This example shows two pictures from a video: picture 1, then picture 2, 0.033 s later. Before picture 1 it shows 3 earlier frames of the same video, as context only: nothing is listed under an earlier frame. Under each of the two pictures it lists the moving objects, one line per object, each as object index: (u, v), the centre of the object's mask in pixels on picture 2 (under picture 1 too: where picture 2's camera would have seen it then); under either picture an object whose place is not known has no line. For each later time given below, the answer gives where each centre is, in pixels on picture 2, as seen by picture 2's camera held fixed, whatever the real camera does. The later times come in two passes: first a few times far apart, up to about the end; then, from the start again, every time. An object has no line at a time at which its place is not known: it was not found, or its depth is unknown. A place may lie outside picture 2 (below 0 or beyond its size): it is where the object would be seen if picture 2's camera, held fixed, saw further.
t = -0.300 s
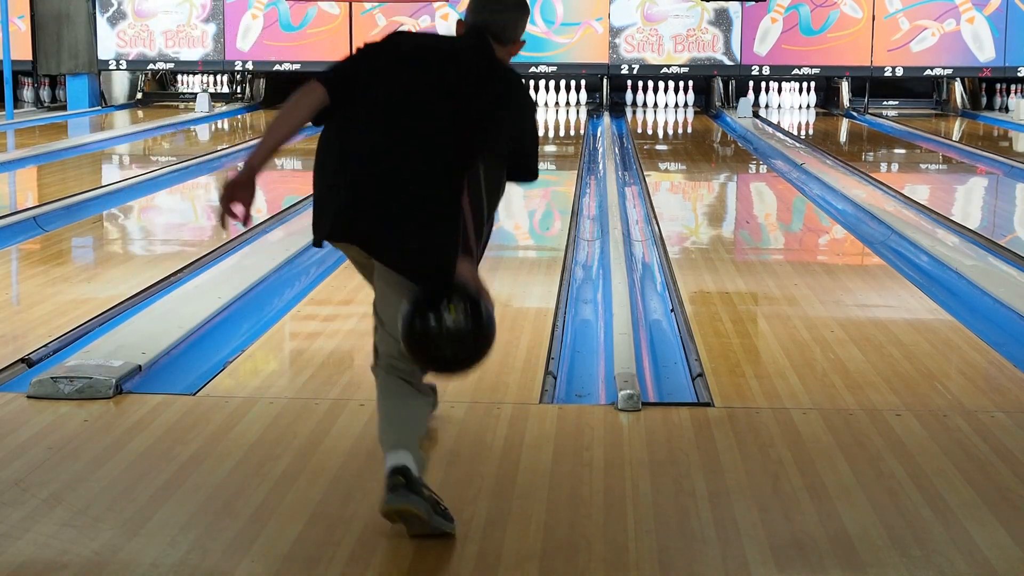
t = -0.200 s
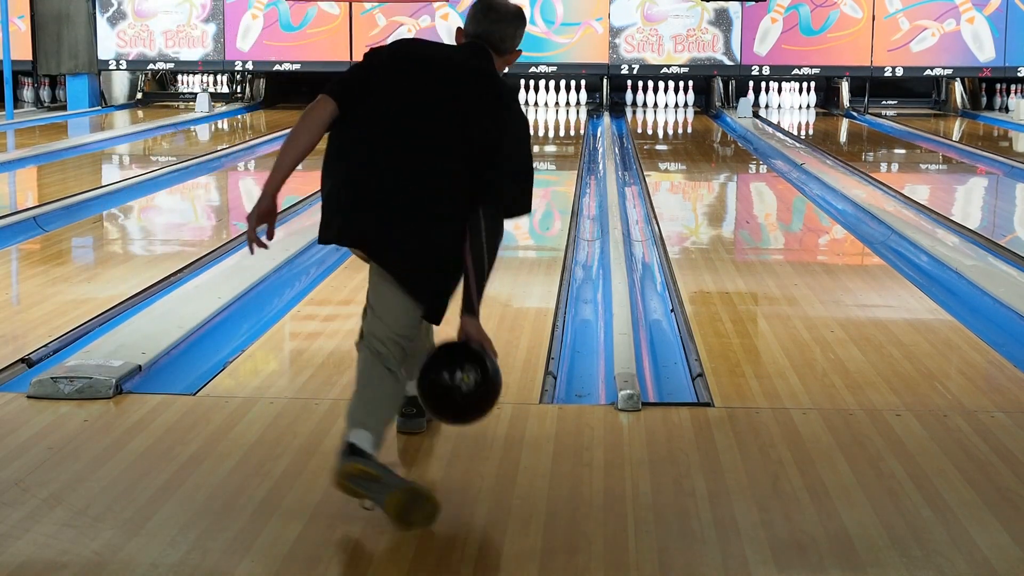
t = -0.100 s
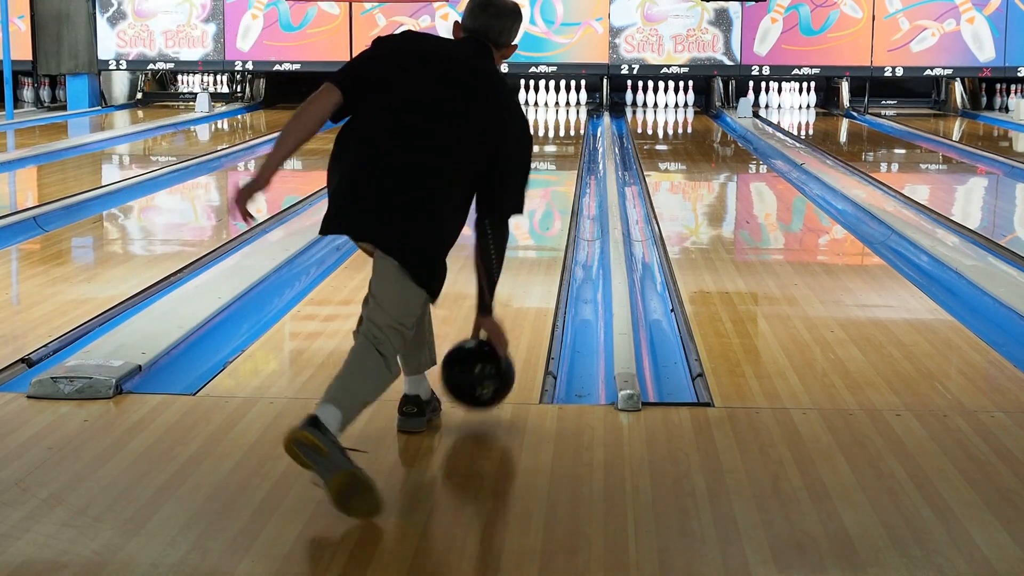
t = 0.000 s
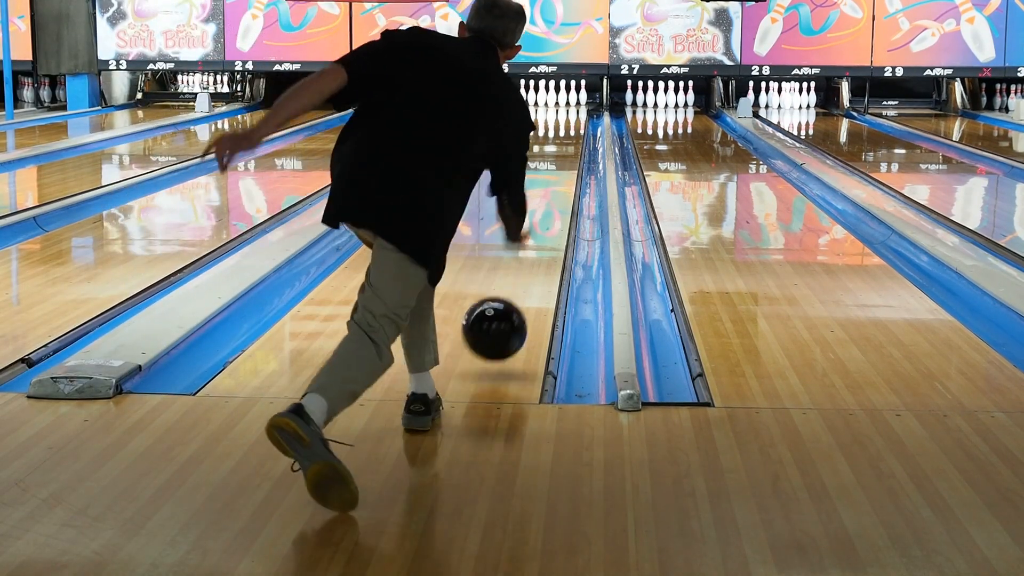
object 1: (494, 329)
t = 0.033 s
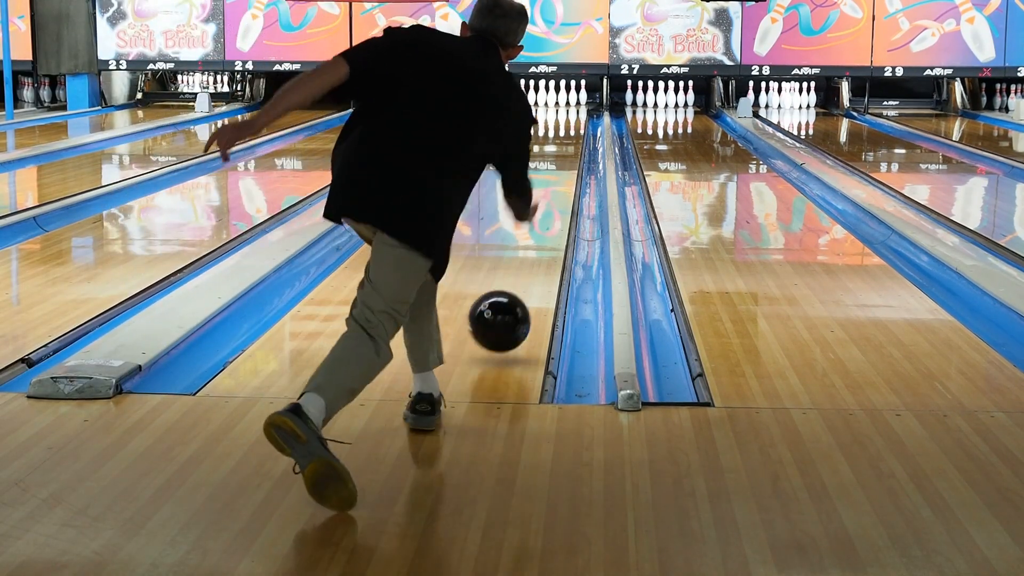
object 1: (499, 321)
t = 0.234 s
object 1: (522, 272)
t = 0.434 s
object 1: (536, 234)
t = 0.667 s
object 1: (547, 202)
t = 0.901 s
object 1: (554, 180)
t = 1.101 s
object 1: (558, 165)
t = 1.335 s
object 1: (561, 151)
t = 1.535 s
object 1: (563, 142)
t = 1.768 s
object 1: (564, 132)
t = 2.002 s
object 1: (564, 125)
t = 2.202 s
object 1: (564, 120)
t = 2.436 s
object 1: (563, 114)
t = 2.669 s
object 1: (562, 109)
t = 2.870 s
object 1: (560, 105)
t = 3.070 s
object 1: (557, 102)
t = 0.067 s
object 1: (504, 317)
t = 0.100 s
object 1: (508, 308)
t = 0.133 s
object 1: (512, 298)
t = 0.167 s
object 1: (515, 289)
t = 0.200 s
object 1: (519, 280)
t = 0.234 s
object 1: (522, 272)
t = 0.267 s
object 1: (524, 265)
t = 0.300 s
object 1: (527, 258)
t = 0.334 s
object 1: (530, 251)
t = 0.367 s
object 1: (532, 245)
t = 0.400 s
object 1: (534, 239)
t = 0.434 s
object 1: (536, 234)
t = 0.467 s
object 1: (538, 229)
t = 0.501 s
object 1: (540, 223)
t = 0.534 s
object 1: (541, 219)
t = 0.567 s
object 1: (543, 214)
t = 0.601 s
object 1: (544, 210)
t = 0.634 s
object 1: (545, 206)
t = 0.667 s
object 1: (547, 202)
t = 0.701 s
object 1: (548, 199)
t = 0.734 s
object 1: (549, 195)
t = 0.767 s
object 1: (550, 192)
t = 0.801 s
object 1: (551, 189)
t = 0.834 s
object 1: (552, 186)
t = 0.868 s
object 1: (553, 183)
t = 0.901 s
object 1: (554, 180)
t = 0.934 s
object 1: (555, 177)
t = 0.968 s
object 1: (555, 174)
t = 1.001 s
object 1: (556, 172)
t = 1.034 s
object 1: (557, 169)
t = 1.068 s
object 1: (557, 167)
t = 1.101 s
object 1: (558, 165)
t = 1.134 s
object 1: (558, 162)
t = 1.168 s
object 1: (559, 160)
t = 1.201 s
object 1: (559, 158)
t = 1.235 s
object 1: (560, 156)
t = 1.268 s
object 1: (560, 155)
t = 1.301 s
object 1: (561, 153)
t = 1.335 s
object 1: (561, 151)
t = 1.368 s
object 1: (561, 149)
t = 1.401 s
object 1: (562, 148)
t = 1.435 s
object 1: (562, 146)
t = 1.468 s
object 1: (562, 145)
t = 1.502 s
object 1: (562, 143)
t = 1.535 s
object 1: (563, 142)
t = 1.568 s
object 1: (563, 140)
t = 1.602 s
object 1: (563, 139)
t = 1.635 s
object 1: (564, 138)
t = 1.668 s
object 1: (564, 136)
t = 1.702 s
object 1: (564, 135)
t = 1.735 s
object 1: (564, 134)
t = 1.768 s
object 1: (564, 132)
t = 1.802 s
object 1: (564, 131)
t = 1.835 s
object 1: (564, 130)
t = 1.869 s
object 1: (564, 129)
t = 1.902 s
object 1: (564, 128)
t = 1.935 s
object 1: (564, 127)
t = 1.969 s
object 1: (564, 126)
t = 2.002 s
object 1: (564, 125)
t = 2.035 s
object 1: (564, 124)
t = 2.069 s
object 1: (564, 123)
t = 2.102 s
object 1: (564, 122)
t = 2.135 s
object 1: (564, 121)
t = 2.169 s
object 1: (564, 120)
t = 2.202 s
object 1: (564, 120)
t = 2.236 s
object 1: (564, 119)
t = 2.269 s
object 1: (564, 118)
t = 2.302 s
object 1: (564, 117)
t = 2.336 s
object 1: (564, 116)
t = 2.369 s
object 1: (563, 116)
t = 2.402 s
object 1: (563, 115)
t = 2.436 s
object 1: (563, 114)
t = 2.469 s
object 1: (563, 113)
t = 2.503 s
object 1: (563, 113)
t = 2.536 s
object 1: (562, 112)
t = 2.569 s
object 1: (562, 111)
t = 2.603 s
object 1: (562, 110)
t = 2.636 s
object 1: (562, 109)
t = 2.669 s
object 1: (562, 109)
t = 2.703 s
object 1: (562, 108)
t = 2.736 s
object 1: (561, 108)
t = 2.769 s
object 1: (561, 107)
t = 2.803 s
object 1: (561, 106)
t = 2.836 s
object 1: (561, 106)
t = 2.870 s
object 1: (560, 105)
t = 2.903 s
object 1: (559, 105)
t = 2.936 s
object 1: (559, 104)
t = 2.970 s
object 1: (559, 103)
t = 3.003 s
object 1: (558, 102)
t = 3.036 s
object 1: (558, 102)
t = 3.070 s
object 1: (557, 102)
